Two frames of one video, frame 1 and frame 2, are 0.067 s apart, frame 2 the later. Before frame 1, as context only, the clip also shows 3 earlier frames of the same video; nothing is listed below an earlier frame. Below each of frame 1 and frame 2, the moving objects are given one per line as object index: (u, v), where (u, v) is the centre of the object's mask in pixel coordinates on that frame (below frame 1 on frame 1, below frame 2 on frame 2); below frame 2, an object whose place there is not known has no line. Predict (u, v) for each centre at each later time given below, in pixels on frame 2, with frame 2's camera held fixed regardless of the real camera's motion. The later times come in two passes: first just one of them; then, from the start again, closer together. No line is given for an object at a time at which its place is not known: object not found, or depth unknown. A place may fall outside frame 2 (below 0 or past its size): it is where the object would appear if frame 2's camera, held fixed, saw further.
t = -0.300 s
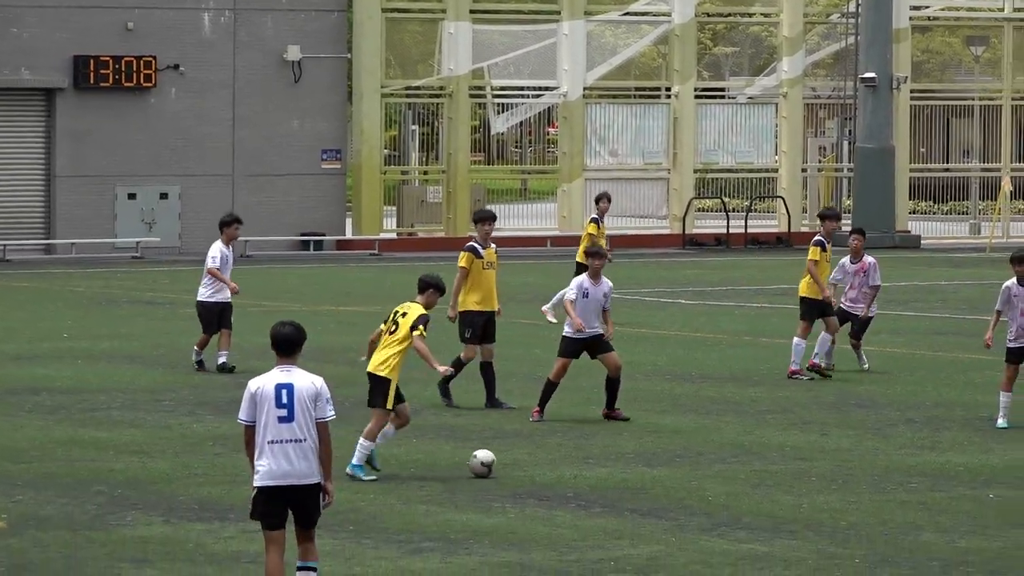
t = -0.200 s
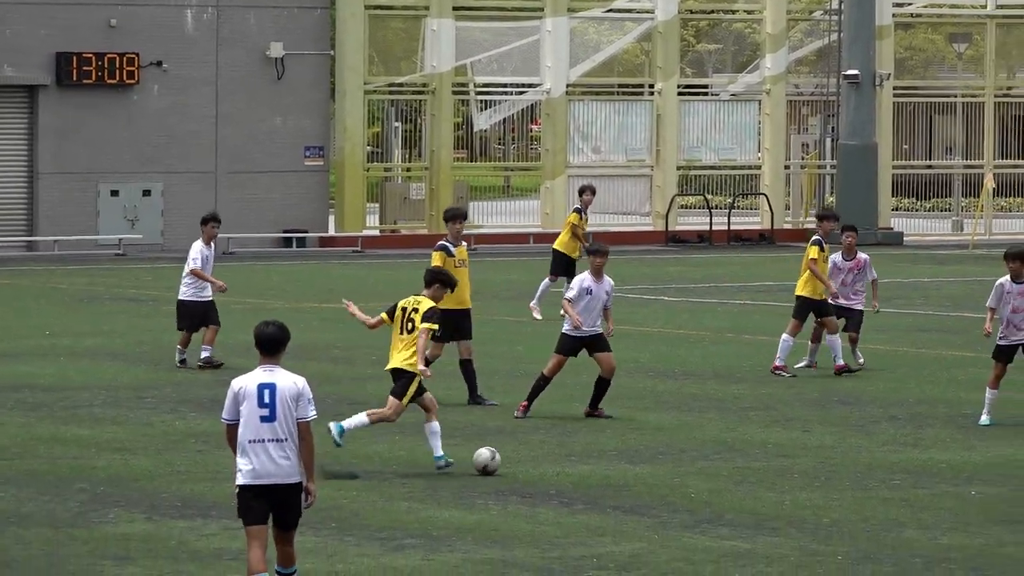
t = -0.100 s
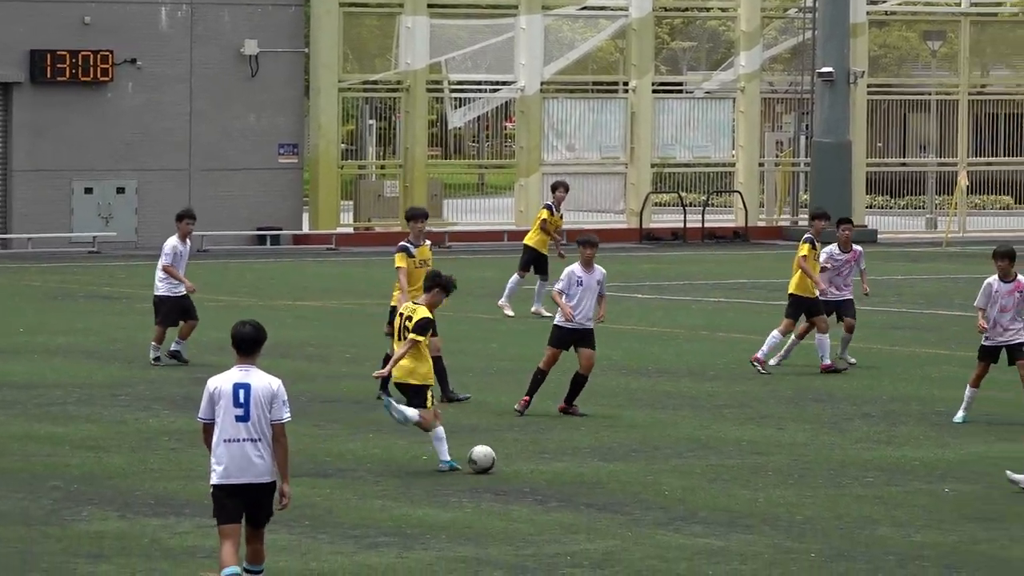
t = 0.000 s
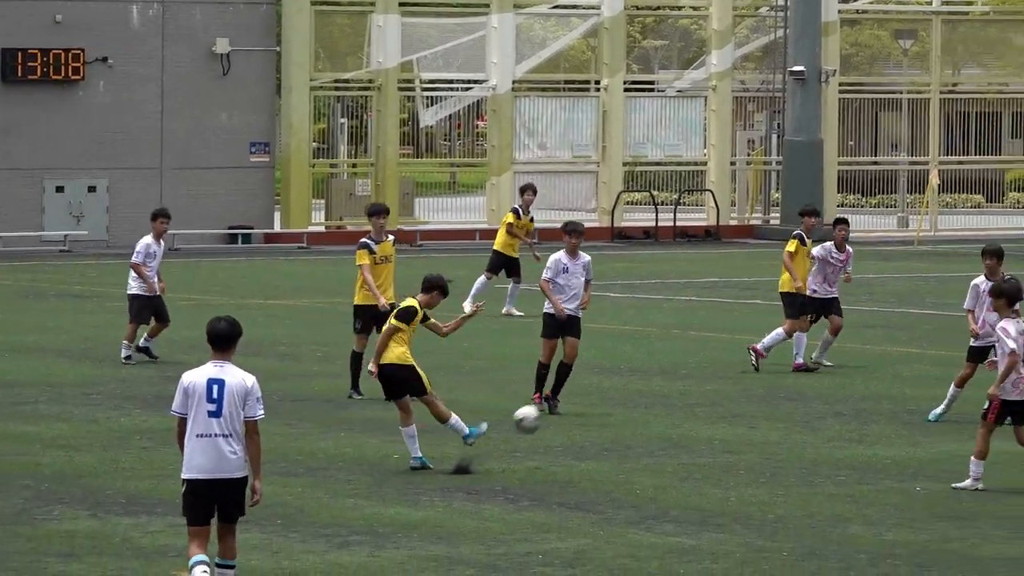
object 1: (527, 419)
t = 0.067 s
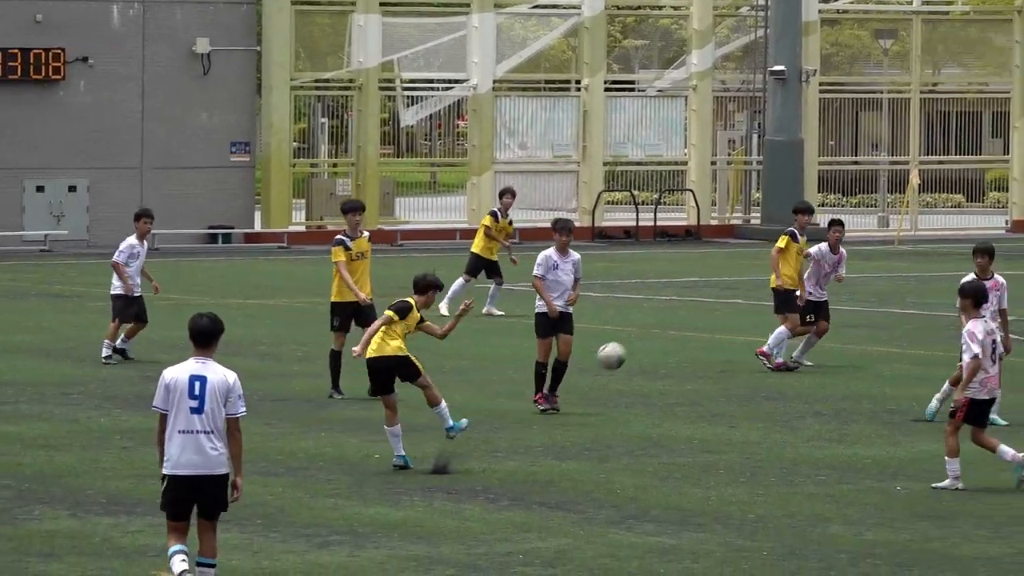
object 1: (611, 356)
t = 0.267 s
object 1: (894, 207)
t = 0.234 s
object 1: (847, 228)
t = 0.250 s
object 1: (871, 219)
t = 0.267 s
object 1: (894, 207)
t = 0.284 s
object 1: (916, 198)
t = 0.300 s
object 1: (939, 188)
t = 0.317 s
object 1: (961, 177)
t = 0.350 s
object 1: (1006, 160)
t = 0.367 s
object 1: (1028, 152)
